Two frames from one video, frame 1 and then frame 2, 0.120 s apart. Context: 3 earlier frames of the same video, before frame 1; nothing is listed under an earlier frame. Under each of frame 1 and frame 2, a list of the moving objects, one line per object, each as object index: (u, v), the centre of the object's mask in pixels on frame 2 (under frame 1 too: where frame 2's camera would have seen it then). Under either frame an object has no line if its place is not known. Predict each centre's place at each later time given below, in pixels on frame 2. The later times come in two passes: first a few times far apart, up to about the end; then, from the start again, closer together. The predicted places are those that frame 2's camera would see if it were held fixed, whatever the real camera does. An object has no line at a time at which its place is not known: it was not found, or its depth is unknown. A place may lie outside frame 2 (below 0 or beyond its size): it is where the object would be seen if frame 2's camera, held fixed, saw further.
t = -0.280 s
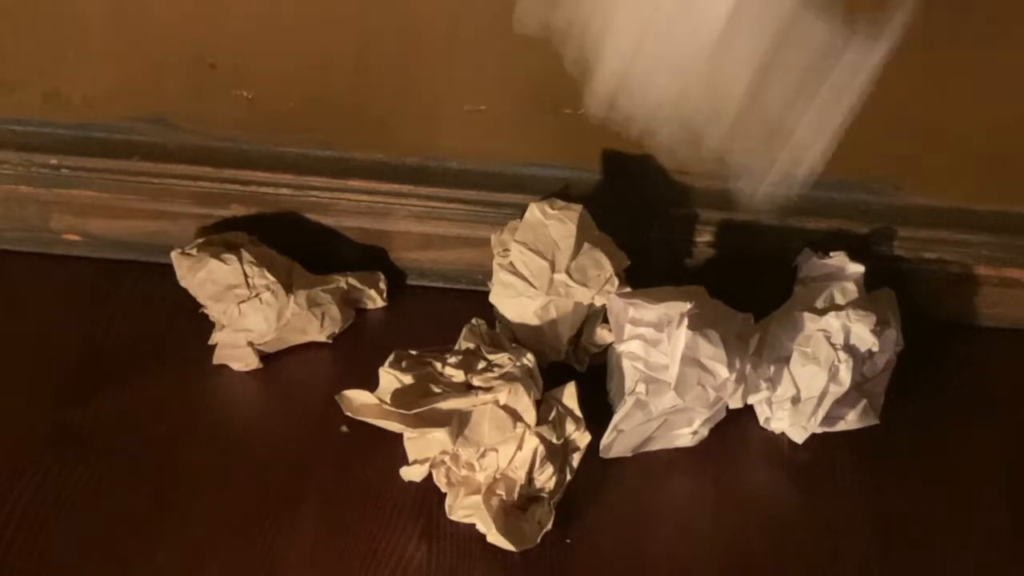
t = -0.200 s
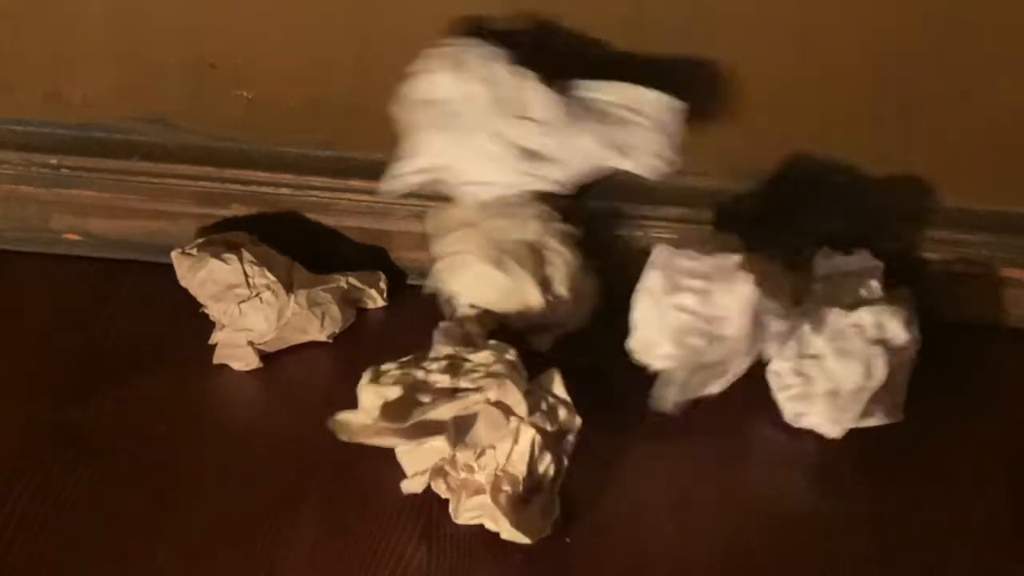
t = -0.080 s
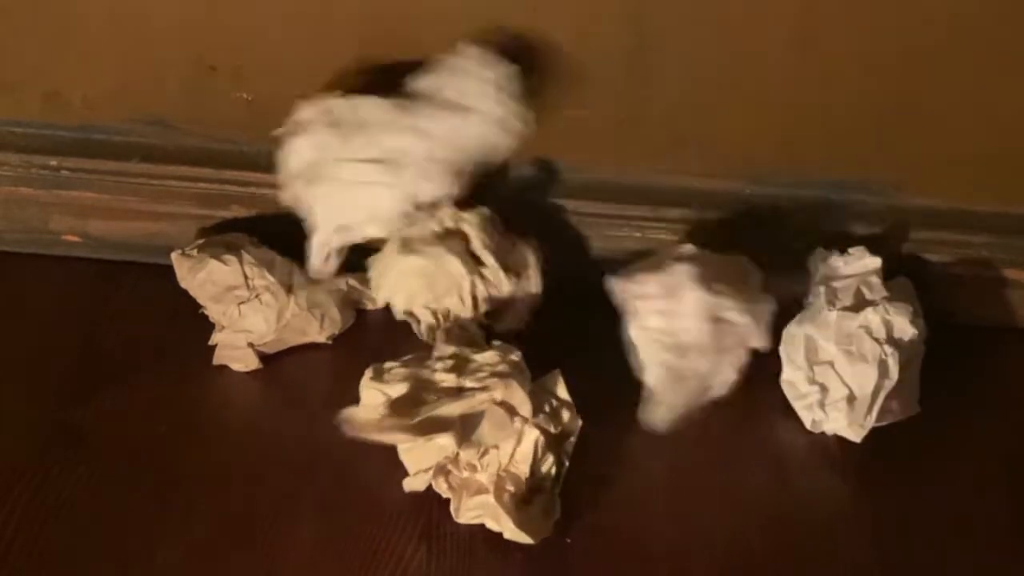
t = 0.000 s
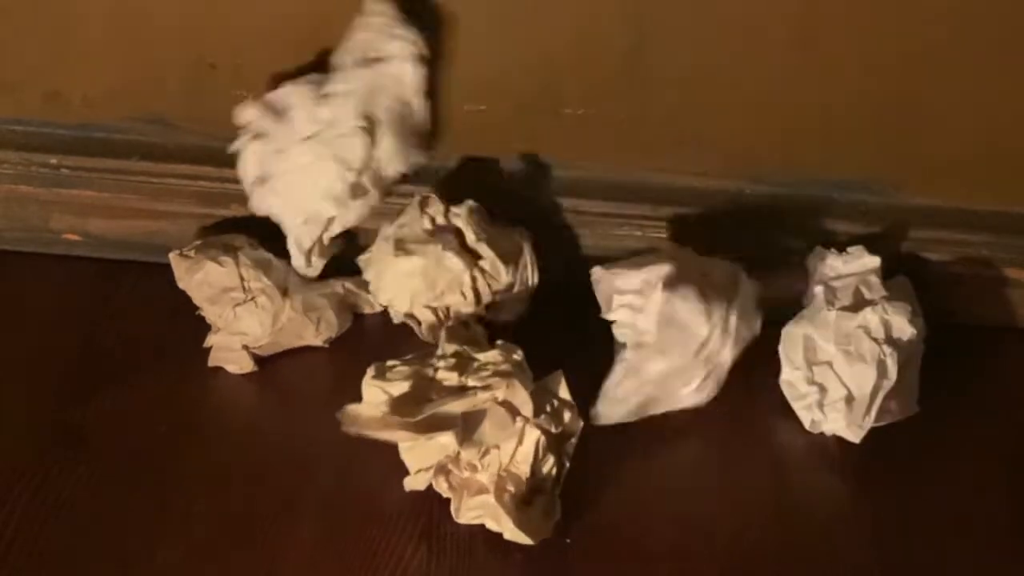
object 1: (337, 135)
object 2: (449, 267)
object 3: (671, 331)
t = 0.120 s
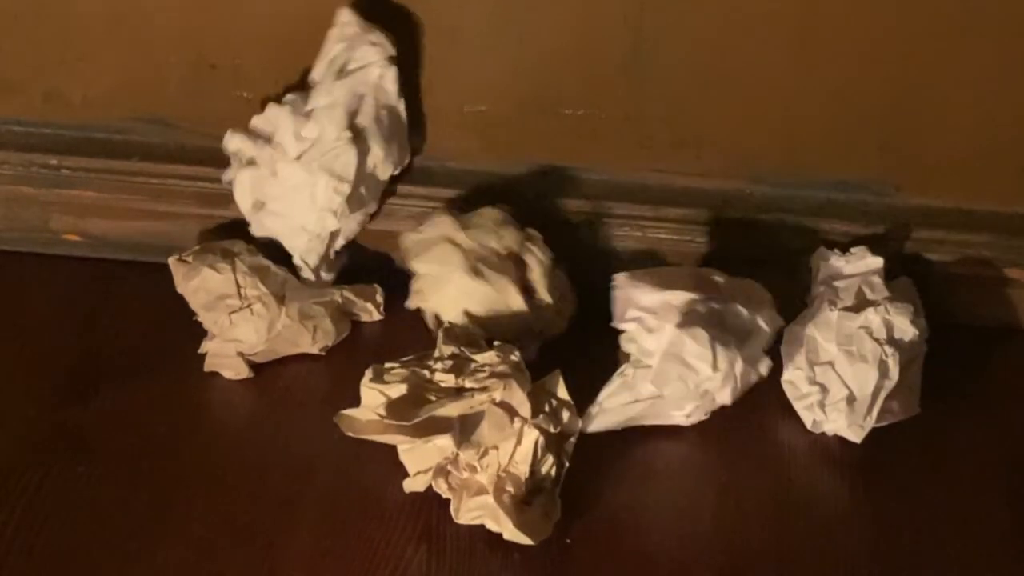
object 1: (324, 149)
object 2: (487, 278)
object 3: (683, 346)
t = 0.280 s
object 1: (321, 162)
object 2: (489, 283)
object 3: (690, 342)
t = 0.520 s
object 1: (325, 170)
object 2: (487, 283)
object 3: (689, 340)
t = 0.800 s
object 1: (326, 170)
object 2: (487, 283)
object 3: (691, 336)
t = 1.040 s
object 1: (325, 170)
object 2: (487, 283)
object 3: (690, 337)
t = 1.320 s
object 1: (325, 170)
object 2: (487, 283)
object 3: (689, 338)
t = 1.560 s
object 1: (325, 170)
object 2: (487, 284)
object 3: (690, 338)
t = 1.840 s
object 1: (326, 170)
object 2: (487, 283)
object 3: (689, 338)
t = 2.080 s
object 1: (325, 170)
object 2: (487, 283)
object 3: (689, 338)
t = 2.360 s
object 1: (326, 170)
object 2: (487, 283)
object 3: (689, 338)
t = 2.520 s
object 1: (325, 170)
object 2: (487, 283)
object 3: (689, 338)
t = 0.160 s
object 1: (317, 153)
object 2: (496, 280)
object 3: (678, 343)
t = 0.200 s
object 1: (316, 158)
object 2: (500, 281)
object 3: (677, 342)
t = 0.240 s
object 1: (320, 161)
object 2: (496, 281)
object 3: (683, 342)
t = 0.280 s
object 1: (321, 162)
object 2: (489, 283)
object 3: (690, 342)
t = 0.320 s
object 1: (322, 167)
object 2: (487, 283)
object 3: (693, 335)
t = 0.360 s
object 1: (324, 169)
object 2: (487, 283)
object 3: (695, 334)
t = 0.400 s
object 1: (325, 169)
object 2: (487, 283)
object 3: (695, 334)
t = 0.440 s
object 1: (325, 170)
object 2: (487, 283)
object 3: (693, 336)
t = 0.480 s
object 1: (325, 170)
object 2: (487, 283)
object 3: (689, 338)
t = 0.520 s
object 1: (325, 170)
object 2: (487, 283)
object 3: (689, 340)
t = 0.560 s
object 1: (325, 170)
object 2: (487, 283)
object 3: (689, 339)
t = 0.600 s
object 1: (325, 170)
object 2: (487, 283)
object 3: (692, 336)
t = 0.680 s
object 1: (325, 170)
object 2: (487, 283)
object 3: (689, 338)
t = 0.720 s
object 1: (325, 170)
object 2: (487, 283)
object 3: (689, 339)
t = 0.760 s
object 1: (325, 170)
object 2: (487, 283)
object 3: (689, 338)
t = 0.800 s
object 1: (326, 170)
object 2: (487, 283)
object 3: (691, 336)
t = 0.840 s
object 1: (326, 170)
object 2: (487, 283)
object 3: (690, 337)
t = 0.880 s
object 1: (326, 170)
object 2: (487, 283)
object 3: (689, 338)
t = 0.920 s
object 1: (325, 170)
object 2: (487, 283)
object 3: (690, 337)
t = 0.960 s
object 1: (326, 170)
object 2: (487, 283)
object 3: (690, 338)
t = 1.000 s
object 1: (326, 170)
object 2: (487, 283)
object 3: (689, 338)
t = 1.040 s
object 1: (325, 170)
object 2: (487, 283)
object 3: (690, 337)
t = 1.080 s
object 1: (325, 170)
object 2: (487, 283)
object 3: (690, 337)
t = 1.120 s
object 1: (326, 170)
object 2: (487, 283)
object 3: (690, 338)
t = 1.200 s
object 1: (325, 170)
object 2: (487, 283)
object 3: (690, 337)
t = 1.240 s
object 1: (325, 170)
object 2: (487, 283)
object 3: (690, 337)
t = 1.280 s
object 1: (326, 170)
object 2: (487, 283)
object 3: (690, 338)
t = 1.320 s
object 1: (325, 170)
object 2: (487, 283)
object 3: (689, 338)
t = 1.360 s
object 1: (325, 170)
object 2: (487, 284)
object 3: (689, 338)
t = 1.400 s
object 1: (325, 170)
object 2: (487, 284)
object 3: (690, 338)
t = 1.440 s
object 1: (325, 170)
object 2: (487, 283)
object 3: (690, 337)
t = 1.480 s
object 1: (325, 170)
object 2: (487, 284)
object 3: (690, 337)
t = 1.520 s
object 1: (325, 170)
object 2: (487, 284)
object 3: (690, 338)
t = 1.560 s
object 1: (325, 170)
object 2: (487, 284)
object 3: (690, 338)
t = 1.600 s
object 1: (326, 170)
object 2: (487, 284)
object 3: (690, 338)
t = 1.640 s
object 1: (326, 170)
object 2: (487, 284)
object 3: (690, 338)
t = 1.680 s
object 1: (326, 170)
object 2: (487, 283)
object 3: (690, 338)
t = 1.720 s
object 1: (325, 170)
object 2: (487, 284)
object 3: (689, 338)
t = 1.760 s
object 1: (326, 170)
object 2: (487, 282)
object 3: (689, 338)
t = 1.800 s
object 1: (326, 170)
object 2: (487, 284)
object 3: (690, 338)
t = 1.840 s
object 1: (326, 170)
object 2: (487, 283)
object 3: (689, 338)
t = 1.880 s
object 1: (326, 170)
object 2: (487, 284)
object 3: (690, 338)
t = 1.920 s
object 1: (325, 170)
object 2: (487, 283)
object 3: (689, 338)
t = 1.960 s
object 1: (326, 170)
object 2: (487, 284)
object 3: (689, 338)
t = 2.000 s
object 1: (326, 170)
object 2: (487, 282)
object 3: (689, 338)
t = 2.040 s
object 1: (326, 170)
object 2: (487, 283)
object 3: (689, 338)
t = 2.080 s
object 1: (325, 170)
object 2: (487, 283)
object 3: (689, 338)
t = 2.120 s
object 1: (326, 170)
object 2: (487, 283)
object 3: (689, 338)
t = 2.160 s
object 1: (325, 170)
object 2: (487, 284)
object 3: (689, 338)
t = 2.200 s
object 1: (325, 170)
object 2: (487, 284)
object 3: (689, 338)
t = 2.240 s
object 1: (326, 170)
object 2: (487, 284)
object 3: (689, 338)
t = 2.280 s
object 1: (325, 170)
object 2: (487, 282)
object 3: (689, 338)
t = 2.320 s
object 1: (326, 170)
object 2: (487, 284)
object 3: (689, 338)
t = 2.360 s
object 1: (326, 170)
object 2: (487, 283)
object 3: (689, 338)
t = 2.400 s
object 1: (325, 170)
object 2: (487, 284)
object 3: (689, 338)
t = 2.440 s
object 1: (325, 170)
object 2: (487, 283)
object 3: (689, 338)
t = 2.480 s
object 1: (325, 170)
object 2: (487, 283)
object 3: (689, 338)
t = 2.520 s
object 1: (325, 170)
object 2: (487, 283)
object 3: (689, 338)
